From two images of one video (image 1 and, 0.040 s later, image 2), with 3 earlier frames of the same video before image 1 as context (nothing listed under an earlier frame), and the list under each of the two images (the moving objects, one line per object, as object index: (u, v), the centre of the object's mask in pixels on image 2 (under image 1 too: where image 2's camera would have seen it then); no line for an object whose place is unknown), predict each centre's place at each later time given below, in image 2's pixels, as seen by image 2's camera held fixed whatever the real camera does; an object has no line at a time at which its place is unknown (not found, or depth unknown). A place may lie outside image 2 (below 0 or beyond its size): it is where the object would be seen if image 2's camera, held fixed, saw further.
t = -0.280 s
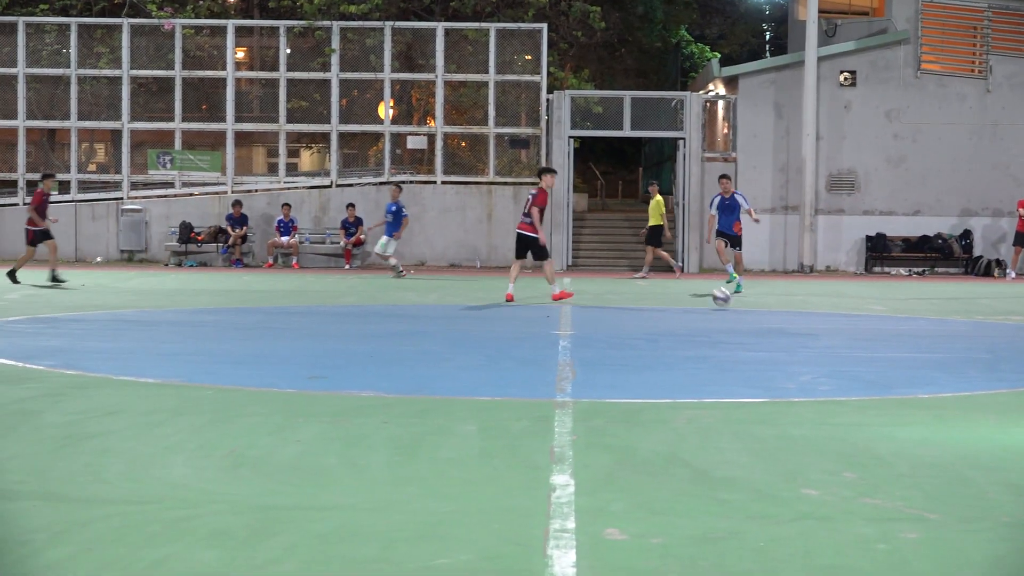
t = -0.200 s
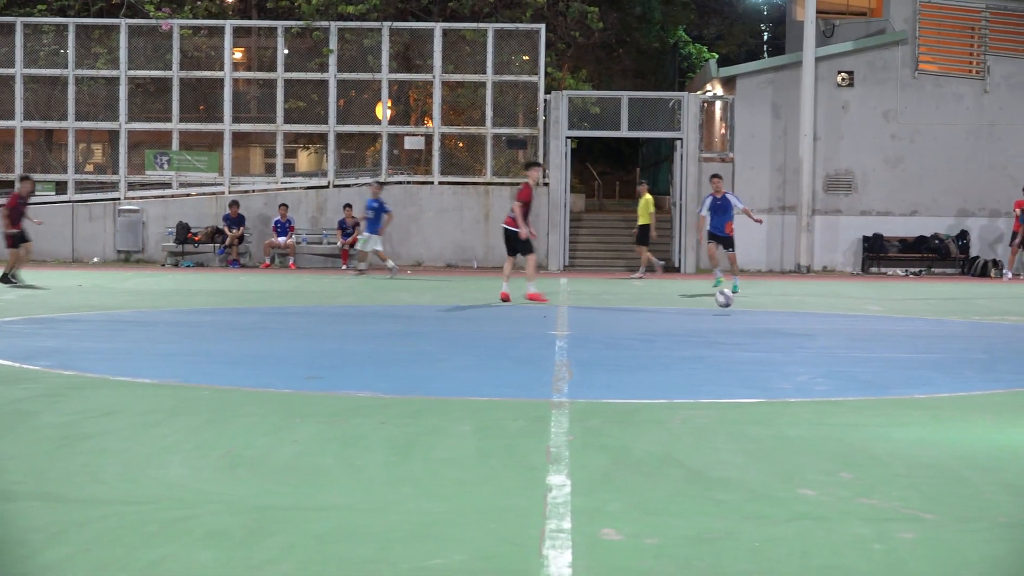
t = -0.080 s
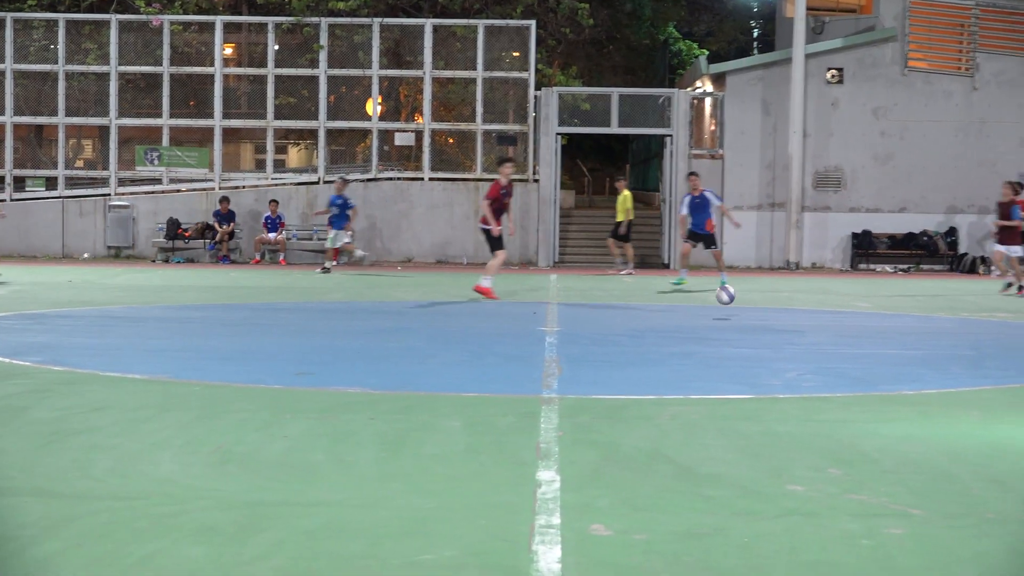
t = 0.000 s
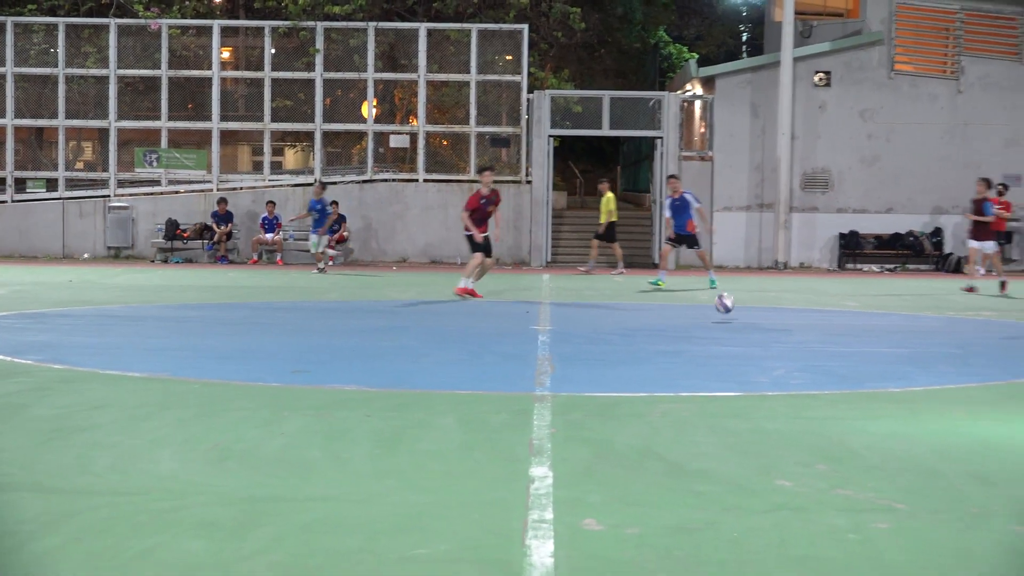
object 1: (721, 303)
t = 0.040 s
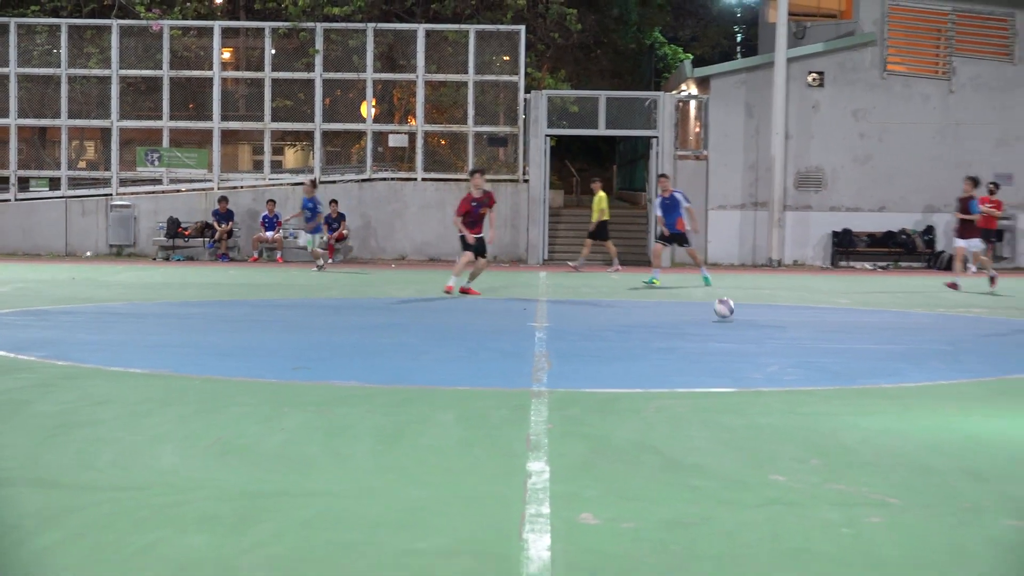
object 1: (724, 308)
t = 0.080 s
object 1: (727, 309)
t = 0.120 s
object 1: (730, 305)
